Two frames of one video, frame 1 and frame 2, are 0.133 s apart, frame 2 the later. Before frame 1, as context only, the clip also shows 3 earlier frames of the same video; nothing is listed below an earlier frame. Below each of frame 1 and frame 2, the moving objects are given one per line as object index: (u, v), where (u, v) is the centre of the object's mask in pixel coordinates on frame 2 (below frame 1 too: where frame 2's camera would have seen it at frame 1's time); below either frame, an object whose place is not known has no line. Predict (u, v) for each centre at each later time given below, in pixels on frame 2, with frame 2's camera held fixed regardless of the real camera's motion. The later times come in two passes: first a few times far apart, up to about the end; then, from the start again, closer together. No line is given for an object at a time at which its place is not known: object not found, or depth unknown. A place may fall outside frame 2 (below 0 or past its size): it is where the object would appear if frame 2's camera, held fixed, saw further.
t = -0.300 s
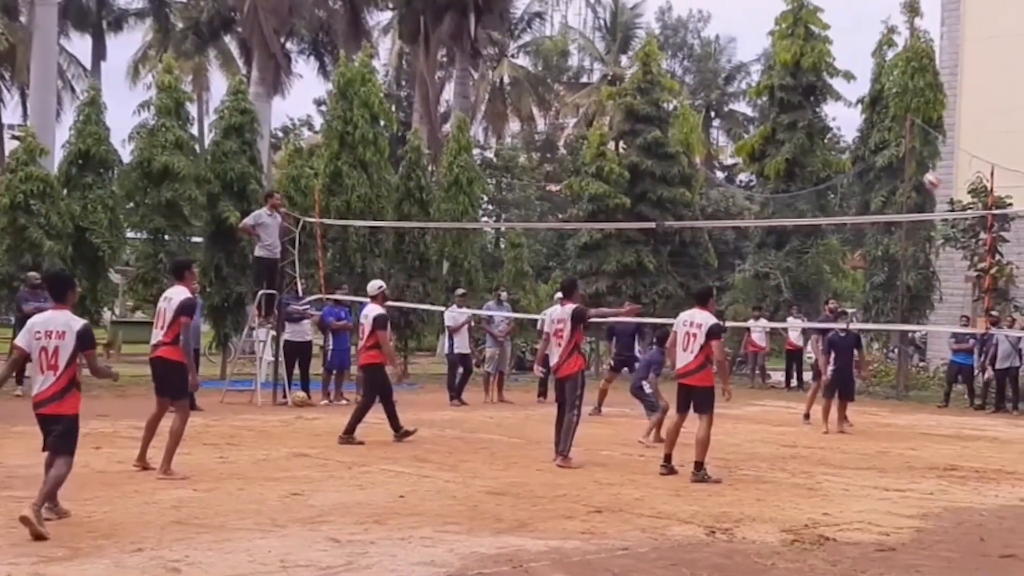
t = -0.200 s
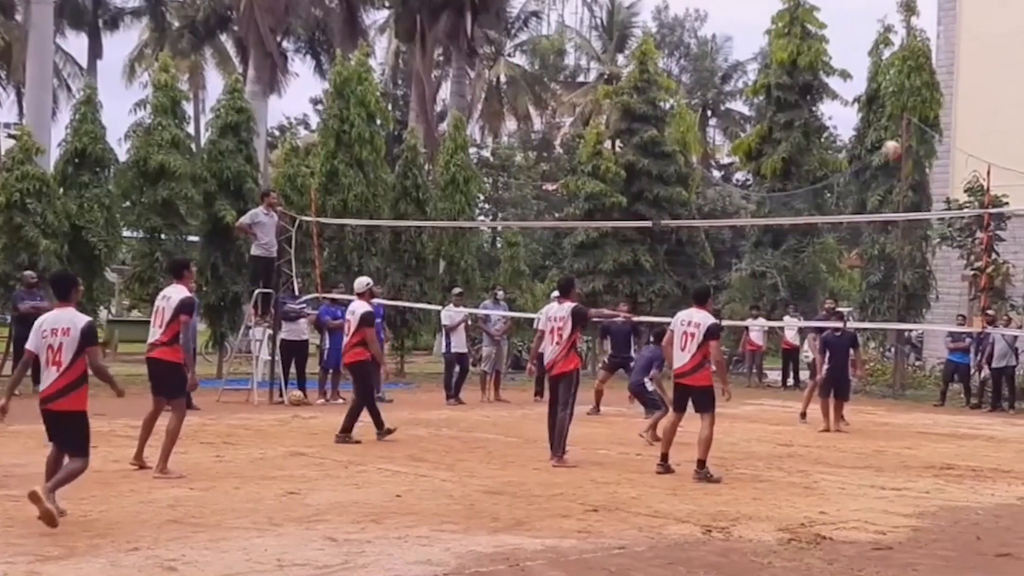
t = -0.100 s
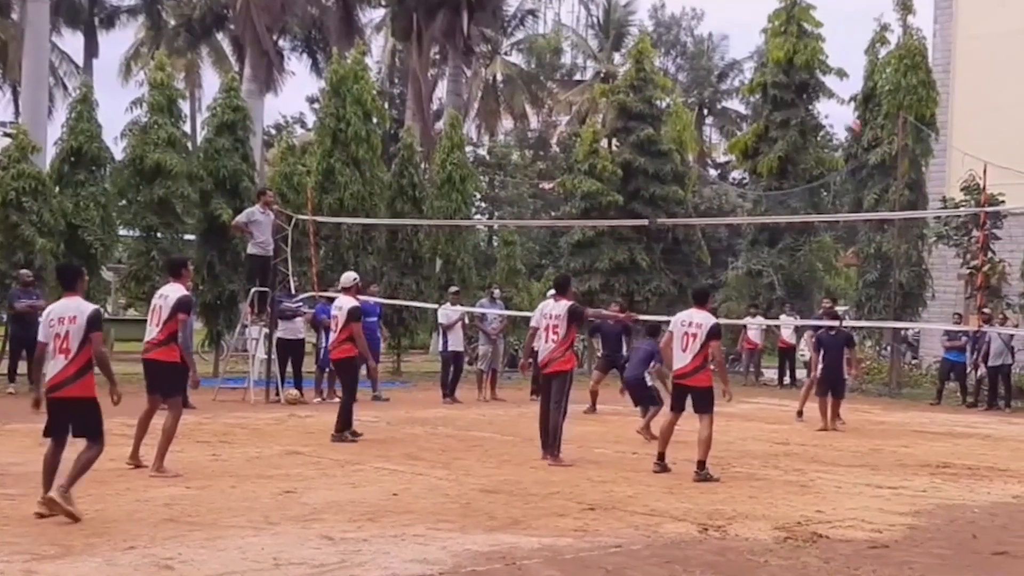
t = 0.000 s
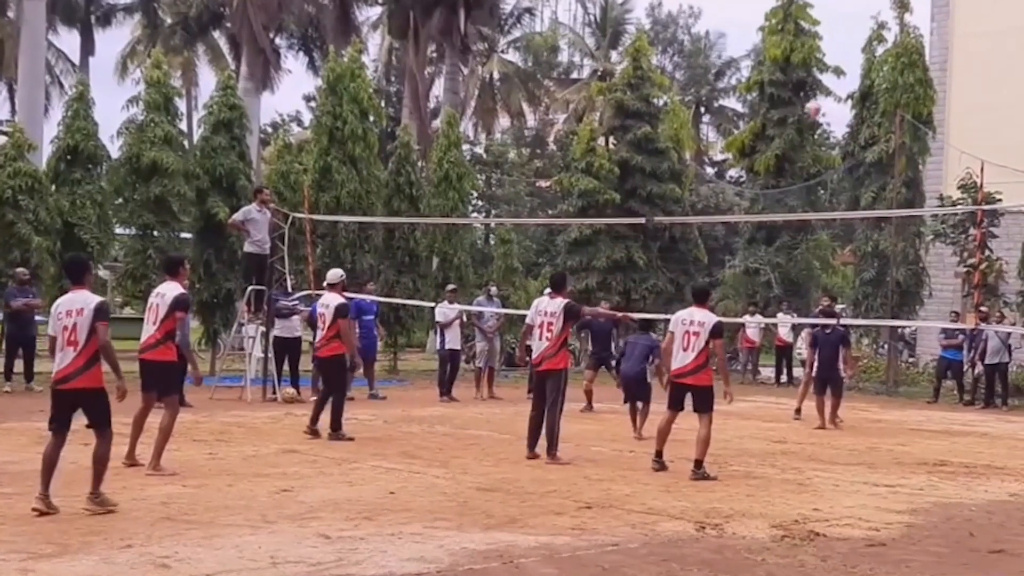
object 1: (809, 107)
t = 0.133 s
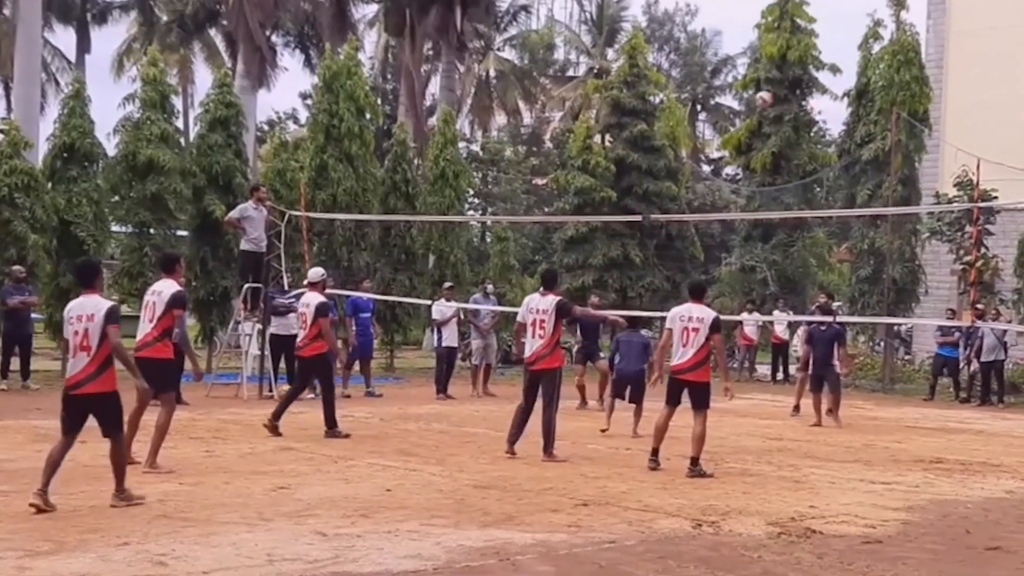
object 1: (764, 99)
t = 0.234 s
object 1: (731, 104)
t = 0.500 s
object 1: (643, 143)
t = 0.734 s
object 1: (572, 213)
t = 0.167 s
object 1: (752, 100)
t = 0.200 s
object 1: (741, 100)
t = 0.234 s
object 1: (731, 104)
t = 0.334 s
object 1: (695, 113)
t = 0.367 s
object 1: (686, 117)
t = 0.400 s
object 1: (674, 121)
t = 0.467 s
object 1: (654, 135)
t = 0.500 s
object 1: (643, 143)
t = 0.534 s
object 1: (633, 151)
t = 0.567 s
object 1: (622, 161)
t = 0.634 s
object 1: (602, 181)
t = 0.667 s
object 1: (592, 193)
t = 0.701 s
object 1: (581, 204)
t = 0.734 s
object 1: (572, 213)
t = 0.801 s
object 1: (552, 244)
